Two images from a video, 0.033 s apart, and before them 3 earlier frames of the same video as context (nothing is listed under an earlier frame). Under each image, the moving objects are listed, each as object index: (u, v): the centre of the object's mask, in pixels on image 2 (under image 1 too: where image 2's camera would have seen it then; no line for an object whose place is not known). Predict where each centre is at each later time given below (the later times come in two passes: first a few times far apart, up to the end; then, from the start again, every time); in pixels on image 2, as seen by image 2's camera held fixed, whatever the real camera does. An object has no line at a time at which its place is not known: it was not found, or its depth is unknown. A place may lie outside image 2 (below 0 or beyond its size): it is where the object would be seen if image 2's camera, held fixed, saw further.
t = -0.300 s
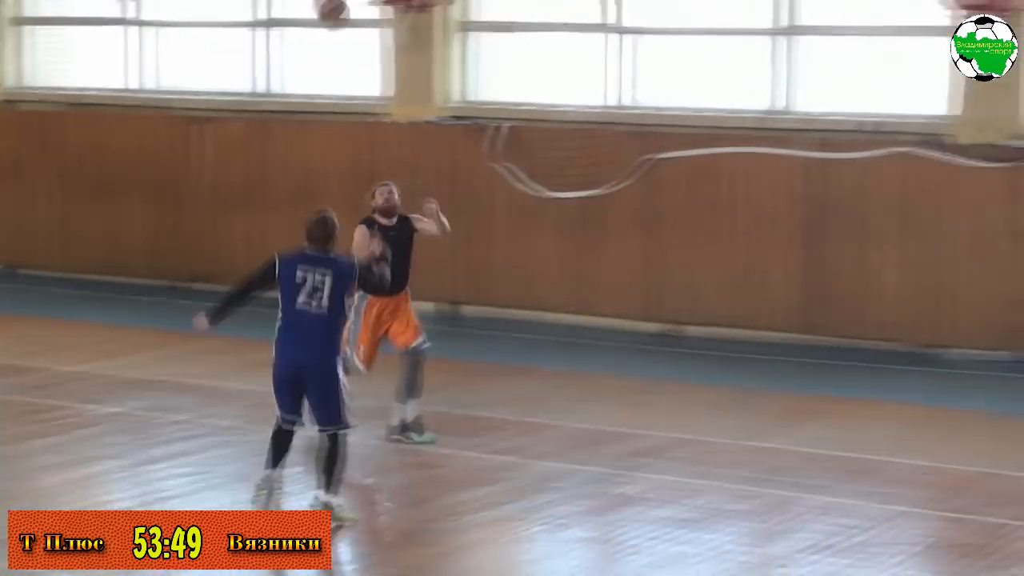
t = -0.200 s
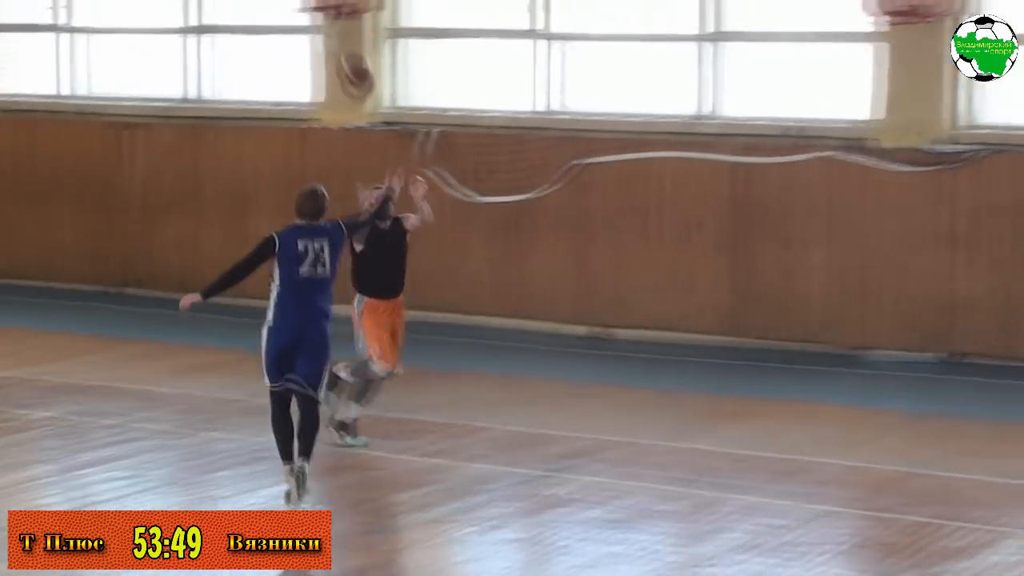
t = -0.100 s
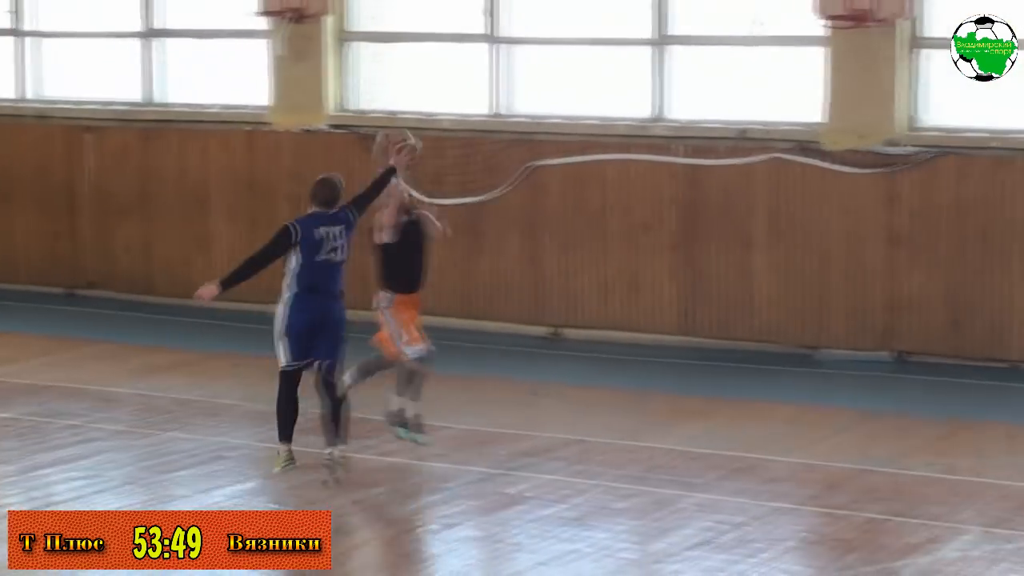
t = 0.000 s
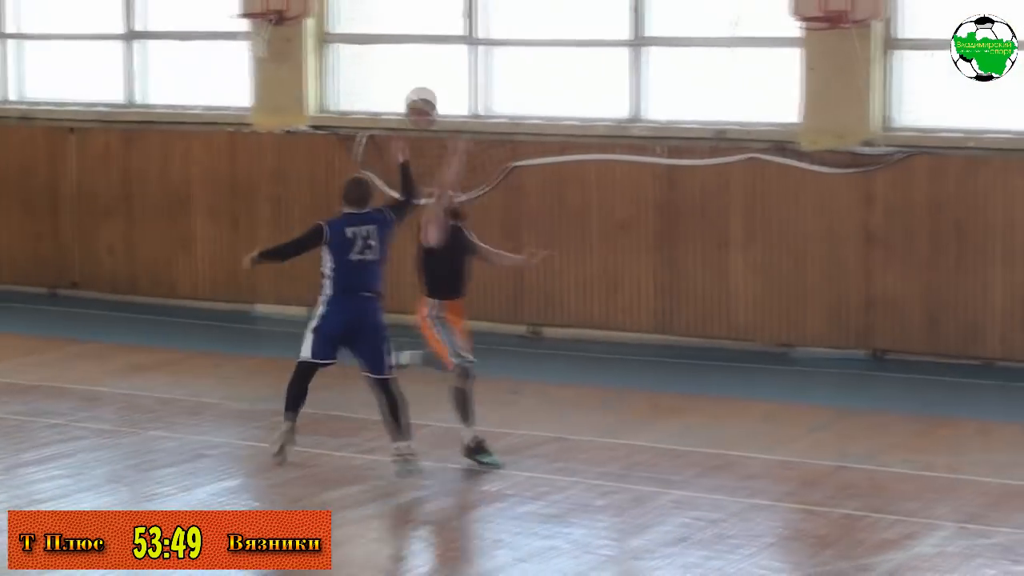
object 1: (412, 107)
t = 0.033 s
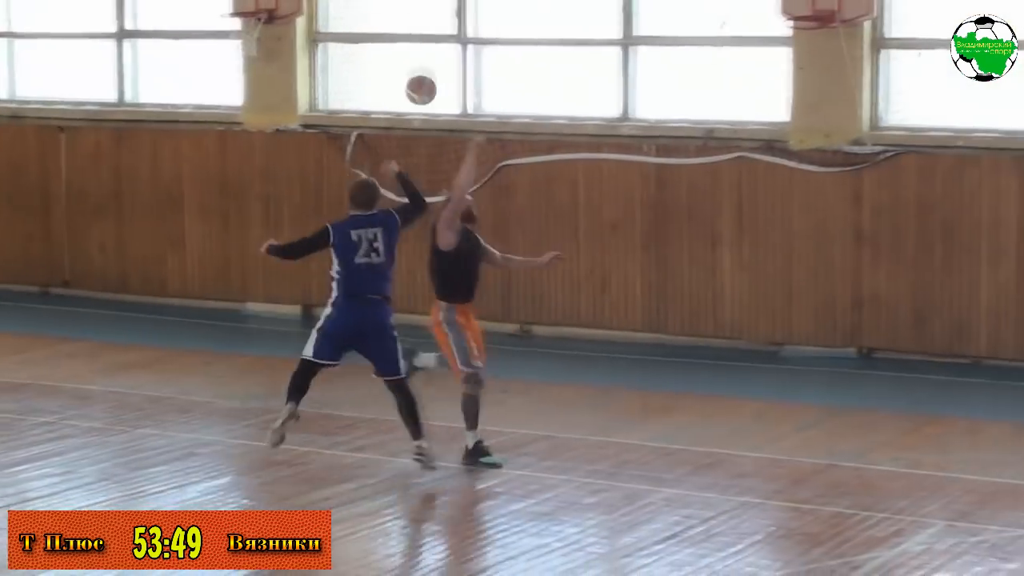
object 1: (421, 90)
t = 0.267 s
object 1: (482, 11)
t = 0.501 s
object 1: (540, 13)
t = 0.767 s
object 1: (602, 102)
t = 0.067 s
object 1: (431, 71)
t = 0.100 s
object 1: (440, 59)
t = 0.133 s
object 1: (448, 47)
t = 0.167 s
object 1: (457, 34)
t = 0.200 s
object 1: (465, 26)
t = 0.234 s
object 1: (473, 19)
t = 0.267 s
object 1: (482, 11)
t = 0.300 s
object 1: (490, 7)
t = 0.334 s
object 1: (498, 5)
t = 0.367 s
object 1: (508, 4)
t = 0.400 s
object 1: (515, 3)
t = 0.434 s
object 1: (524, 6)
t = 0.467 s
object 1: (532, 9)
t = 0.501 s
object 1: (540, 13)
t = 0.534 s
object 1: (548, 20)
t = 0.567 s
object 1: (556, 28)
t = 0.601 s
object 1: (564, 36)
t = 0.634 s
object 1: (571, 46)
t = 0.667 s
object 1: (580, 60)
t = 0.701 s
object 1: (587, 72)
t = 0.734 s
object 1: (594, 86)
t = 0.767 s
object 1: (602, 102)
